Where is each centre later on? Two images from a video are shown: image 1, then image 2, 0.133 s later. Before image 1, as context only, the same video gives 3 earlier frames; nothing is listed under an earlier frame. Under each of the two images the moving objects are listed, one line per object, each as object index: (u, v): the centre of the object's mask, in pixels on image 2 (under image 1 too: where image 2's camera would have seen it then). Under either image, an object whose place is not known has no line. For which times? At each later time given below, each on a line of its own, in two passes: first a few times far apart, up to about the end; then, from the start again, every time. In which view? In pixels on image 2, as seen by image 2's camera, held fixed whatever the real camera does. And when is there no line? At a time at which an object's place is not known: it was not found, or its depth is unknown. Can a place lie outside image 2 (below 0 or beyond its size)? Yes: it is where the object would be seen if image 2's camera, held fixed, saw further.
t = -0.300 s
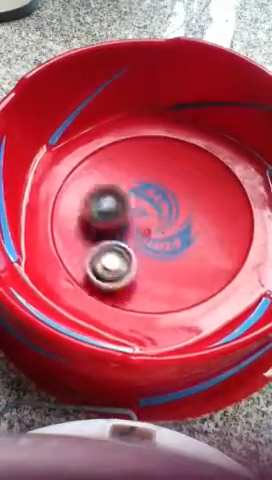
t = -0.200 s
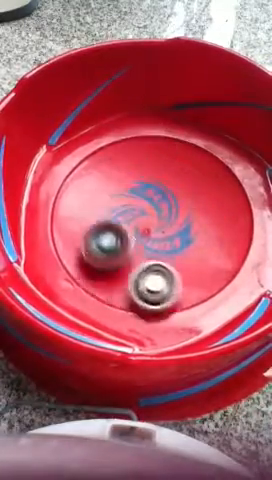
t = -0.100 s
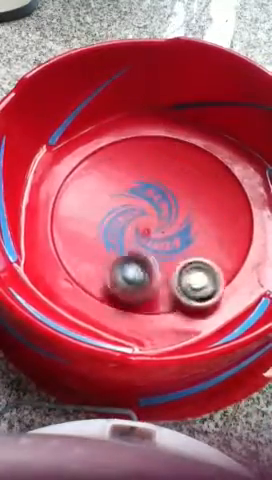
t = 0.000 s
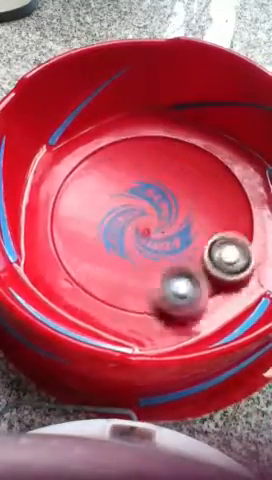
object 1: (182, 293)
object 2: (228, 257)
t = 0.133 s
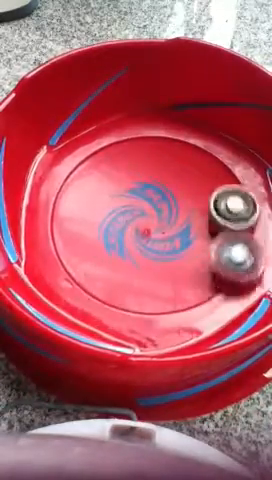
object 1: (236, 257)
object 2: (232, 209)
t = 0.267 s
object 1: (239, 198)
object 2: (197, 164)
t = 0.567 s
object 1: (123, 193)
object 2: (62, 181)
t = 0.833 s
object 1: (169, 285)
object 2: (107, 272)
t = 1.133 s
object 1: (254, 181)
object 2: (173, 226)
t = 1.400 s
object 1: (176, 149)
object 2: (123, 201)
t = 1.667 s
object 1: (145, 130)
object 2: (112, 321)
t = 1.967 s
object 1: (121, 220)
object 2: (229, 283)
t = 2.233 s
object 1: (207, 241)
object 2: (228, 195)
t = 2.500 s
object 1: (208, 181)
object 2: (172, 137)
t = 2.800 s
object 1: (166, 259)
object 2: (94, 135)
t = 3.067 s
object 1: (234, 252)
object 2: (118, 201)
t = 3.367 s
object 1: (220, 208)
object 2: (115, 211)
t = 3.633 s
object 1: (178, 215)
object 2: (84, 231)
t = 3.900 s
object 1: (180, 239)
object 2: (97, 258)
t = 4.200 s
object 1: (177, 217)
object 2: (127, 241)
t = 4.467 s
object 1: (161, 190)
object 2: (112, 222)
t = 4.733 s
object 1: (229, 166)
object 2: (41, 236)
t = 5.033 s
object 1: (203, 182)
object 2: (40, 219)
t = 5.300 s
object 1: (213, 209)
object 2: (91, 226)
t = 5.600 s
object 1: (209, 232)
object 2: (144, 228)
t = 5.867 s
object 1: (185, 256)
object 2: (157, 216)
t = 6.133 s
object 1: (186, 282)
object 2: (175, 207)
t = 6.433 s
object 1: (153, 263)
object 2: (174, 203)
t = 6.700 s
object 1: (120, 258)
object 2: (160, 216)
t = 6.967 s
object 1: (105, 234)
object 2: (169, 227)
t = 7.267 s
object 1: (105, 206)
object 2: (171, 220)
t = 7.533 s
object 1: (122, 178)
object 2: (167, 216)
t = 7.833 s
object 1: (143, 175)
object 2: (166, 219)
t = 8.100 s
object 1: (152, 161)
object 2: (172, 232)
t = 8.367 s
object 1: (181, 182)
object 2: (169, 235)
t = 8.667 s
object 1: (209, 193)
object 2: (158, 234)
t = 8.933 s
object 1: (216, 217)
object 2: (140, 232)
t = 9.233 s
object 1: (206, 231)
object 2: (141, 219)
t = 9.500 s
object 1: (171, 257)
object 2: (150, 210)
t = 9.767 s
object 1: (157, 262)
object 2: (166, 215)
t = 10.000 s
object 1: (133, 251)
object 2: (176, 218)
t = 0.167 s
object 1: (243, 241)
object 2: (228, 196)
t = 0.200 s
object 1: (246, 226)
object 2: (219, 184)
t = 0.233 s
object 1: (245, 211)
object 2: (209, 173)
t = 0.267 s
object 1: (239, 198)
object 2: (197, 164)
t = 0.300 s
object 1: (227, 185)
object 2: (184, 158)
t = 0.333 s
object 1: (218, 176)
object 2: (166, 153)
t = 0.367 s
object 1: (206, 172)
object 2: (148, 149)
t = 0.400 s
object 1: (192, 168)
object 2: (131, 149)
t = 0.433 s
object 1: (175, 166)
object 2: (116, 151)
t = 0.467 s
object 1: (158, 168)
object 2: (103, 157)
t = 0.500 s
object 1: (142, 174)
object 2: (87, 164)
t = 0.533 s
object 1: (129, 182)
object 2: (73, 172)
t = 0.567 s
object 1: (123, 193)
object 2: (62, 181)
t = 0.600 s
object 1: (118, 208)
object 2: (56, 195)
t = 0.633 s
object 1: (116, 220)
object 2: (57, 209)
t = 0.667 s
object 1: (118, 237)
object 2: (60, 223)
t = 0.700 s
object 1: (121, 250)
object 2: (65, 235)
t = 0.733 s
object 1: (132, 264)
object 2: (72, 247)
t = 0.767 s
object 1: (144, 273)
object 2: (83, 256)
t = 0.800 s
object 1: (157, 280)
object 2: (94, 265)
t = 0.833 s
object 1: (169, 285)
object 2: (107, 272)
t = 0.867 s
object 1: (186, 287)
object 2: (122, 275)
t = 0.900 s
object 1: (202, 285)
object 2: (137, 276)
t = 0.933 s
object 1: (216, 278)
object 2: (153, 274)
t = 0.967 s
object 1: (231, 269)
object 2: (167, 269)
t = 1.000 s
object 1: (239, 255)
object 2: (178, 262)
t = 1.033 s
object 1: (243, 240)
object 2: (188, 252)
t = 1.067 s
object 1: (244, 223)
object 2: (194, 242)
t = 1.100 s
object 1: (252, 201)
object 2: (183, 233)
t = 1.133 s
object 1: (254, 181)
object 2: (173, 226)
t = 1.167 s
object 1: (255, 168)
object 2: (165, 219)
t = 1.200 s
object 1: (253, 156)
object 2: (159, 212)
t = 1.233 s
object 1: (247, 152)
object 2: (153, 205)
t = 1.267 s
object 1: (237, 147)
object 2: (146, 200)
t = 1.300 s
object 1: (226, 146)
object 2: (139, 196)
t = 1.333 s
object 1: (212, 148)
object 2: (133, 195)
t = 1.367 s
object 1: (194, 148)
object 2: (128, 198)
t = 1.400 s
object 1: (176, 149)
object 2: (123, 201)
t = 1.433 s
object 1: (159, 154)
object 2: (119, 206)
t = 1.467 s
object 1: (143, 161)
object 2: (116, 211)
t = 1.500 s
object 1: (129, 168)
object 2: (113, 218)
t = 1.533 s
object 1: (133, 152)
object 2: (95, 253)
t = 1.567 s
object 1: (136, 138)
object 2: (84, 280)
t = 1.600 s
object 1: (140, 130)
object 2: (85, 298)
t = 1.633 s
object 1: (143, 126)
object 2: (94, 315)
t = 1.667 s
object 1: (145, 130)
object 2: (112, 321)
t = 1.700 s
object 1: (145, 135)
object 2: (134, 325)
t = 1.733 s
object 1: (144, 146)
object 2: (151, 322)
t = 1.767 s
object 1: (141, 155)
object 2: (167, 318)
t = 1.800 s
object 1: (136, 165)
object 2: (182, 316)
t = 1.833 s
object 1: (130, 175)
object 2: (195, 311)
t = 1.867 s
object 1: (123, 185)
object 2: (205, 308)
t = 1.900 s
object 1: (120, 197)
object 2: (214, 299)
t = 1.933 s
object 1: (119, 209)
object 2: (221, 291)
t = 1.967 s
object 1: (121, 220)
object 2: (229, 283)
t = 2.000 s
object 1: (127, 230)
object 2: (235, 275)
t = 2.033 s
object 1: (135, 239)
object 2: (240, 267)
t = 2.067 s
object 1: (147, 244)
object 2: (245, 256)
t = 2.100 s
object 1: (158, 251)
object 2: (247, 243)
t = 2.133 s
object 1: (171, 251)
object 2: (243, 228)
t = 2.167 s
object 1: (184, 251)
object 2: (239, 215)
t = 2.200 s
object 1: (198, 248)
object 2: (233, 205)
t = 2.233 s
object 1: (207, 241)
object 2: (228, 195)
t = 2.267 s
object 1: (216, 233)
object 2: (223, 186)
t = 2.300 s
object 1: (223, 224)
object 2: (219, 178)
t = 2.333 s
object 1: (227, 218)
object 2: (213, 167)
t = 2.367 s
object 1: (228, 212)
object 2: (207, 156)
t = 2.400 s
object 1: (227, 205)
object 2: (200, 149)
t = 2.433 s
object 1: (224, 196)
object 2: (192, 143)
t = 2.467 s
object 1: (217, 187)
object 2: (183, 139)
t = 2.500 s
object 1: (208, 181)
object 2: (172, 137)
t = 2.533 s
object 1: (197, 176)
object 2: (162, 136)
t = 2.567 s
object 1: (183, 176)
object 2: (151, 138)
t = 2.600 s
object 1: (171, 178)
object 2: (142, 139)
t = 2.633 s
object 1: (166, 198)
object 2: (124, 130)
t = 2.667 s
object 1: (160, 215)
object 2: (111, 128)
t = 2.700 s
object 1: (157, 228)
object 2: (102, 127)
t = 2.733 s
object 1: (159, 239)
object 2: (96, 128)
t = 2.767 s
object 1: (162, 250)
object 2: (94, 132)
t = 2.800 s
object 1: (166, 259)
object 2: (94, 135)
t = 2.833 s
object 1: (173, 267)
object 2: (96, 138)
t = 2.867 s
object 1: (182, 273)
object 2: (98, 144)
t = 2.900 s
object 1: (193, 277)
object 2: (101, 153)
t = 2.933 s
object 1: (205, 279)
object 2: (103, 165)
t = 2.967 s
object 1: (215, 279)
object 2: (104, 175)
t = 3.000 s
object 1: (223, 273)
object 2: (108, 186)
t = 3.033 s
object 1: (230, 262)
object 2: (112, 195)
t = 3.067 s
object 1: (234, 252)
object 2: (118, 201)
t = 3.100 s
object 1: (234, 242)
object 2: (124, 207)
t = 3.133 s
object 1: (229, 232)
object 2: (131, 212)
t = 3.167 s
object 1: (222, 223)
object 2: (139, 216)
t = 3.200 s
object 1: (213, 217)
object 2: (148, 219)
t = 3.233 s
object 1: (206, 213)
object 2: (148, 220)
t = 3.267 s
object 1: (204, 209)
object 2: (149, 219)
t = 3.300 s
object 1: (210, 208)
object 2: (137, 216)
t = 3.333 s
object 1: (218, 208)
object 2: (122, 212)
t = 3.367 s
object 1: (220, 208)
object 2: (115, 211)
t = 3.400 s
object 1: (218, 207)
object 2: (112, 212)
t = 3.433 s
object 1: (211, 206)
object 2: (112, 213)
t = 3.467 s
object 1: (202, 204)
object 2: (112, 215)
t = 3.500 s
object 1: (190, 203)
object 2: (113, 218)
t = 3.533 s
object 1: (180, 205)
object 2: (114, 221)
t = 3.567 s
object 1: (168, 211)
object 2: (114, 225)
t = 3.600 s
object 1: (173, 212)
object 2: (96, 229)
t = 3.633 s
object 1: (178, 215)
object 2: (84, 231)
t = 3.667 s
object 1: (179, 217)
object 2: (79, 234)
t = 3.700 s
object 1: (178, 220)
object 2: (78, 236)
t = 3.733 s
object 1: (175, 223)
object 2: (80, 239)
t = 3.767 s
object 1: (175, 228)
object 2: (84, 242)
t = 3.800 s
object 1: (175, 232)
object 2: (86, 247)
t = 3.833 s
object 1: (175, 235)
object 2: (89, 251)
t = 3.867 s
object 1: (177, 238)
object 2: (92, 255)
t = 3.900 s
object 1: (180, 239)
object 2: (97, 258)
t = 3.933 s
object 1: (182, 239)
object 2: (102, 259)
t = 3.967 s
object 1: (184, 239)
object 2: (107, 259)
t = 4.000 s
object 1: (185, 237)
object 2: (113, 257)
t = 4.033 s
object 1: (184, 234)
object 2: (119, 254)
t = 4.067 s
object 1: (182, 232)
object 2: (124, 252)
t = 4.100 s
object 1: (179, 229)
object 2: (128, 248)
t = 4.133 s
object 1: (181, 226)
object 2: (127, 246)
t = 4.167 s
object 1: (179, 221)
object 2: (128, 243)
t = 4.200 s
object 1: (177, 217)
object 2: (127, 241)
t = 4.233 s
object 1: (178, 212)
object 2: (123, 238)
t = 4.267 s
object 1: (176, 207)
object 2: (122, 235)
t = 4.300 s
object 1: (171, 204)
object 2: (122, 232)
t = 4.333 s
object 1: (169, 200)
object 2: (118, 229)
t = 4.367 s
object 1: (171, 196)
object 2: (113, 228)
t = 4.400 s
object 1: (170, 193)
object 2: (110, 226)
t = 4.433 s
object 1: (166, 190)
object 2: (110, 224)
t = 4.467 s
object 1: (161, 190)
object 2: (112, 222)
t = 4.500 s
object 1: (156, 191)
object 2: (113, 221)
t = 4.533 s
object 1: (171, 187)
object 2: (87, 228)
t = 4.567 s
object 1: (193, 179)
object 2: (62, 231)
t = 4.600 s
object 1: (210, 175)
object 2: (52, 232)
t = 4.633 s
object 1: (225, 167)
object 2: (50, 235)
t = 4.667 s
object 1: (233, 162)
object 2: (47, 237)
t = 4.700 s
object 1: (233, 164)
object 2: (42, 237)
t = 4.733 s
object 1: (229, 166)
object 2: (41, 236)
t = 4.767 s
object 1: (223, 168)
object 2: (43, 235)
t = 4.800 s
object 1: (217, 171)
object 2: (44, 234)
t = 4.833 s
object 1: (211, 174)
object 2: (44, 233)
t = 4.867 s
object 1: (206, 176)
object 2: (42, 232)
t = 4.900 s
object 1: (203, 176)
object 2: (41, 229)
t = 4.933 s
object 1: (201, 177)
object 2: (40, 227)
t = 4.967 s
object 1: (201, 178)
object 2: (40, 223)
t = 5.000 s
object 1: (202, 180)
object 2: (40, 221)
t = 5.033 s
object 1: (203, 182)
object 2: (40, 219)
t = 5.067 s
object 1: (204, 185)
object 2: (42, 217)
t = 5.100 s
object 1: (205, 188)
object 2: (44, 217)
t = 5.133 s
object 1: (206, 192)
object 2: (48, 215)
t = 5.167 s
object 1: (207, 196)
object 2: (53, 215)
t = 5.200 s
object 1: (208, 199)
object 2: (61, 218)
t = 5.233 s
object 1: (209, 203)
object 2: (71, 221)
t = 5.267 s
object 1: (211, 207)
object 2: (80, 223)
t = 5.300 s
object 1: (213, 209)
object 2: (91, 226)
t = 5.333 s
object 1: (214, 213)
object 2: (102, 227)
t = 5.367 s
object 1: (214, 216)
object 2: (111, 228)
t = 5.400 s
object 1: (215, 218)
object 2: (119, 229)
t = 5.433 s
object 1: (215, 221)
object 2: (127, 230)
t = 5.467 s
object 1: (215, 223)
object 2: (132, 230)
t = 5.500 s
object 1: (214, 226)
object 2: (139, 230)
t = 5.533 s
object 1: (213, 228)
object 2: (142, 230)
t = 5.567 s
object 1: (212, 231)
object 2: (144, 229)
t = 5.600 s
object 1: (209, 232)
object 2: (144, 228)
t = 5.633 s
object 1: (206, 235)
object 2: (143, 228)
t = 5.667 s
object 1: (203, 237)
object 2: (142, 226)
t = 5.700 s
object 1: (200, 241)
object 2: (143, 225)
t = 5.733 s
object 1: (196, 244)
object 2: (145, 222)
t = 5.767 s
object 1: (192, 247)
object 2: (149, 218)
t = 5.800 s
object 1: (189, 249)
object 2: (152, 216)
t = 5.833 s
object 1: (187, 253)
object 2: (154, 216)
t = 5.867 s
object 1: (185, 256)
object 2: (157, 216)
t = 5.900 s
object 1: (183, 259)
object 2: (161, 216)
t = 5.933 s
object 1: (180, 260)
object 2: (165, 216)
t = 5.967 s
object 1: (178, 265)
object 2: (167, 214)
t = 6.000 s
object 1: (176, 274)
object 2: (171, 209)
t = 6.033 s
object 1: (178, 279)
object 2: (173, 207)
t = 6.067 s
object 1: (180, 281)
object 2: (174, 206)
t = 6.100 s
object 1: (183, 282)
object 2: (174, 207)
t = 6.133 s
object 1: (186, 282)
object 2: (175, 207)
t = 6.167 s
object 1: (189, 280)
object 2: (176, 209)
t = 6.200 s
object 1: (190, 276)
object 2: (176, 211)
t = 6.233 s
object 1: (189, 271)
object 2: (177, 212)
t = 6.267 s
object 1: (184, 263)
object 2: (177, 213)
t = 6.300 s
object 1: (179, 261)
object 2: (176, 214)
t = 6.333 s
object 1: (172, 263)
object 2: (178, 205)
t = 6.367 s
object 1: (165, 264)
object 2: (178, 202)
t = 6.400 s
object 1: (160, 264)
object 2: (176, 203)
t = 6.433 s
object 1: (153, 263)
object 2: (174, 203)
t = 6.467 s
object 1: (148, 263)
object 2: (172, 204)
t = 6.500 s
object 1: (143, 263)
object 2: (170, 205)
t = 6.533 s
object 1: (138, 263)
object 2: (168, 207)
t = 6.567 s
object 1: (133, 263)
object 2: (166, 208)
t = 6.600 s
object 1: (130, 262)
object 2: (164, 210)
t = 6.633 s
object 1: (126, 261)
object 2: (162, 212)
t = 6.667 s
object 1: (124, 260)
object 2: (161, 214)
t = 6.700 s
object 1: (120, 258)
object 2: (160, 216)
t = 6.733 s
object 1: (118, 256)
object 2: (159, 218)
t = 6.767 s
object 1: (117, 254)
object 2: (160, 219)
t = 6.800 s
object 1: (116, 251)
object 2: (161, 221)
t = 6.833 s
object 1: (115, 248)
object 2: (162, 223)
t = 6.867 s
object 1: (114, 245)
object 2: (162, 225)
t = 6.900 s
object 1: (111, 241)
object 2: (164, 227)
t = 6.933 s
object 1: (108, 238)
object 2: (168, 227)
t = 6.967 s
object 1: (105, 234)
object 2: (169, 227)
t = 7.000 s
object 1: (104, 231)
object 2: (171, 226)
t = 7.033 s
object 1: (103, 228)
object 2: (171, 226)
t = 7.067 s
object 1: (103, 224)
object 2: (172, 226)
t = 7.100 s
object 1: (102, 221)
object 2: (172, 225)
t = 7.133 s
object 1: (102, 218)
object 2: (172, 225)
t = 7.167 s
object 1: (102, 215)
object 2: (173, 224)
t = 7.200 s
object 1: (103, 211)
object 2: (172, 223)
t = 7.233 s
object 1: (104, 208)
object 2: (171, 222)
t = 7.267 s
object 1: (105, 206)
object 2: (171, 220)
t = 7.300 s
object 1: (107, 203)
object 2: (169, 219)
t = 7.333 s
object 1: (110, 201)
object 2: (168, 216)
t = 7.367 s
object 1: (113, 198)
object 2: (167, 214)
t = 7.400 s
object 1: (116, 194)
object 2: (167, 213)
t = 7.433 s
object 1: (119, 190)
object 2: (166, 214)
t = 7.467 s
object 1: (121, 186)
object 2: (165, 213)
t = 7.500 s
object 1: (122, 182)
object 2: (166, 215)
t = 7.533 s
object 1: (122, 178)
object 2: (167, 216)
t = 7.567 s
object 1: (123, 176)
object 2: (167, 217)
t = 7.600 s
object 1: (123, 173)
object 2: (167, 218)
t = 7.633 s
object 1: (124, 172)
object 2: (167, 218)
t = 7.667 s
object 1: (125, 171)
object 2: (167, 218)
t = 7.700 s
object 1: (127, 172)
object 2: (167, 219)
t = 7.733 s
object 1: (130, 172)
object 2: (167, 219)
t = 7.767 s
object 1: (134, 174)
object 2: (166, 219)
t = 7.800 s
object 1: (138, 175)
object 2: (166, 219)
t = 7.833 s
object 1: (143, 175)
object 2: (166, 219)
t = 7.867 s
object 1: (146, 170)
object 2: (169, 225)
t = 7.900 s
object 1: (148, 166)
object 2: (171, 229)
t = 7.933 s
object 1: (149, 162)
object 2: (172, 232)
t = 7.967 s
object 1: (149, 160)
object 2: (172, 232)
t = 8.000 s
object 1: (149, 159)
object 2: (172, 232)
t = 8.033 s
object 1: (150, 158)
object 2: (172, 233)
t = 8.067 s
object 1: (151, 159)
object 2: (172, 232)
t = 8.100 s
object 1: (152, 161)
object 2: (172, 232)
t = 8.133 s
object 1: (153, 164)
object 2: (172, 232)
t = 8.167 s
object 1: (155, 168)
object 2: (172, 232)
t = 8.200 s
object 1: (158, 170)
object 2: (172, 231)
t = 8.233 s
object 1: (162, 175)
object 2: (172, 231)
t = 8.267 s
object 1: (166, 179)
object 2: (172, 230)
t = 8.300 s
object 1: (170, 182)
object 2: (172, 231)
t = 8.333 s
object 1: (176, 181)
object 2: (169, 235)
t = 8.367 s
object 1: (181, 182)
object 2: (169, 235)
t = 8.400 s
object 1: (186, 183)
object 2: (168, 237)
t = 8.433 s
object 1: (190, 185)
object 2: (166, 238)
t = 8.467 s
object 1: (195, 185)
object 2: (164, 239)
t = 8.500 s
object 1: (199, 187)
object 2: (163, 239)
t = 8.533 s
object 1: (202, 187)
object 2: (161, 238)
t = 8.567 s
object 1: (205, 188)
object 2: (160, 238)
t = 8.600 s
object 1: (207, 190)
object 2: (159, 237)
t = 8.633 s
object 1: (209, 191)
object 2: (159, 236)
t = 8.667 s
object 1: (209, 193)
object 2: (158, 234)
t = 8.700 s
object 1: (210, 195)
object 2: (158, 235)
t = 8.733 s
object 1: (210, 198)
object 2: (158, 233)
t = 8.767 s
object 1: (210, 200)
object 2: (158, 233)
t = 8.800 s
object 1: (208, 204)
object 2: (158, 232)
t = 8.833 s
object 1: (207, 207)
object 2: (157, 233)
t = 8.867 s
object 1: (206, 211)
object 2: (157, 232)
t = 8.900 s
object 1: (211, 214)
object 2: (149, 233)
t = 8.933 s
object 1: (216, 217)
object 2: (140, 232)
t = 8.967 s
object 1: (219, 219)
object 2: (136, 229)
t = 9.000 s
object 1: (220, 220)
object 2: (136, 227)
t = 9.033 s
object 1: (221, 222)
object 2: (135, 226)
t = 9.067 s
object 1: (221, 223)
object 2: (135, 224)
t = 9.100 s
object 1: (220, 224)
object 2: (136, 222)
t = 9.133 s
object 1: (218, 226)
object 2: (137, 220)
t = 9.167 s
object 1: (215, 227)
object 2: (138, 220)
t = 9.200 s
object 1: (211, 229)
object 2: (139, 219)
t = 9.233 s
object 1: (206, 231)
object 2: (141, 219)
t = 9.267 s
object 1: (202, 233)
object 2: (141, 218)
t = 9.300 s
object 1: (197, 236)
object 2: (141, 218)
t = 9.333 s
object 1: (192, 239)
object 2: (141, 216)
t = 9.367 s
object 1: (186, 242)
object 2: (143, 215)
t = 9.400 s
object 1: (181, 245)
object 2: (144, 213)
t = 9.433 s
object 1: (178, 248)
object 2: (146, 211)
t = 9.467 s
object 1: (174, 253)
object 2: (147, 210)
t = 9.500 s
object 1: (171, 257)
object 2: (150, 210)
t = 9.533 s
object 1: (169, 261)
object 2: (152, 211)
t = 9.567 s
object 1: (167, 263)
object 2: (154, 210)
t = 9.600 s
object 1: (166, 264)
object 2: (156, 210)
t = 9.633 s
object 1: (164, 265)
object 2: (158, 210)
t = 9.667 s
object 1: (162, 266)
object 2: (161, 212)
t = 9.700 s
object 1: (160, 265)
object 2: (162, 214)
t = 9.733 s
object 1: (159, 264)
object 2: (165, 214)
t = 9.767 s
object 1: (157, 262)
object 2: (166, 215)
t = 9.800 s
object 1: (155, 260)
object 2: (168, 216)
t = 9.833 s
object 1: (151, 260)
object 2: (172, 215)
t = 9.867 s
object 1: (146, 261)
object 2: (176, 214)
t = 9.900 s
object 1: (144, 259)
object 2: (177, 216)
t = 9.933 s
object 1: (140, 257)
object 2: (177, 216)
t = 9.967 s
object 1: (137, 254)
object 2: (177, 216)
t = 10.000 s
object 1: (133, 251)
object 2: (176, 218)
